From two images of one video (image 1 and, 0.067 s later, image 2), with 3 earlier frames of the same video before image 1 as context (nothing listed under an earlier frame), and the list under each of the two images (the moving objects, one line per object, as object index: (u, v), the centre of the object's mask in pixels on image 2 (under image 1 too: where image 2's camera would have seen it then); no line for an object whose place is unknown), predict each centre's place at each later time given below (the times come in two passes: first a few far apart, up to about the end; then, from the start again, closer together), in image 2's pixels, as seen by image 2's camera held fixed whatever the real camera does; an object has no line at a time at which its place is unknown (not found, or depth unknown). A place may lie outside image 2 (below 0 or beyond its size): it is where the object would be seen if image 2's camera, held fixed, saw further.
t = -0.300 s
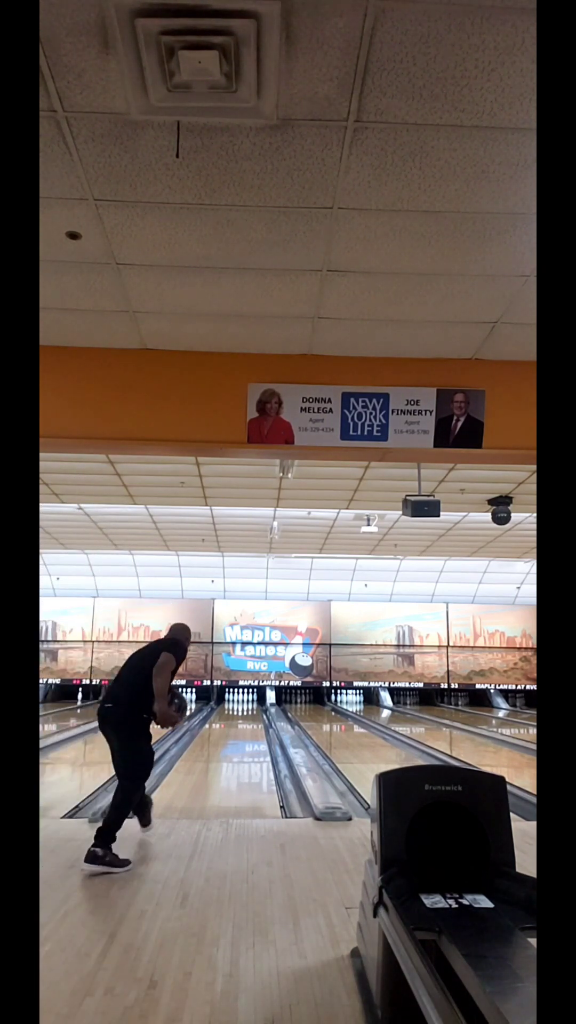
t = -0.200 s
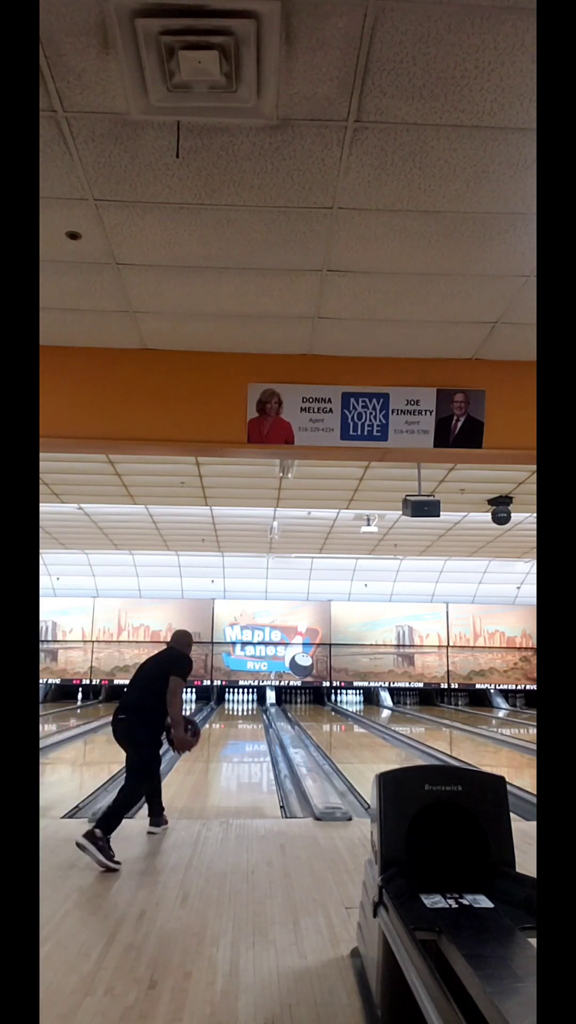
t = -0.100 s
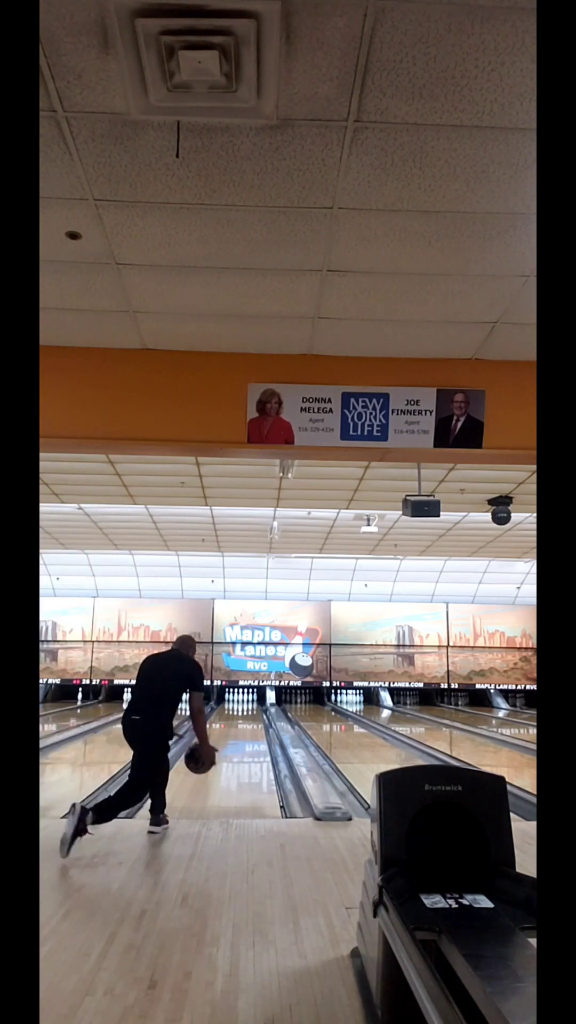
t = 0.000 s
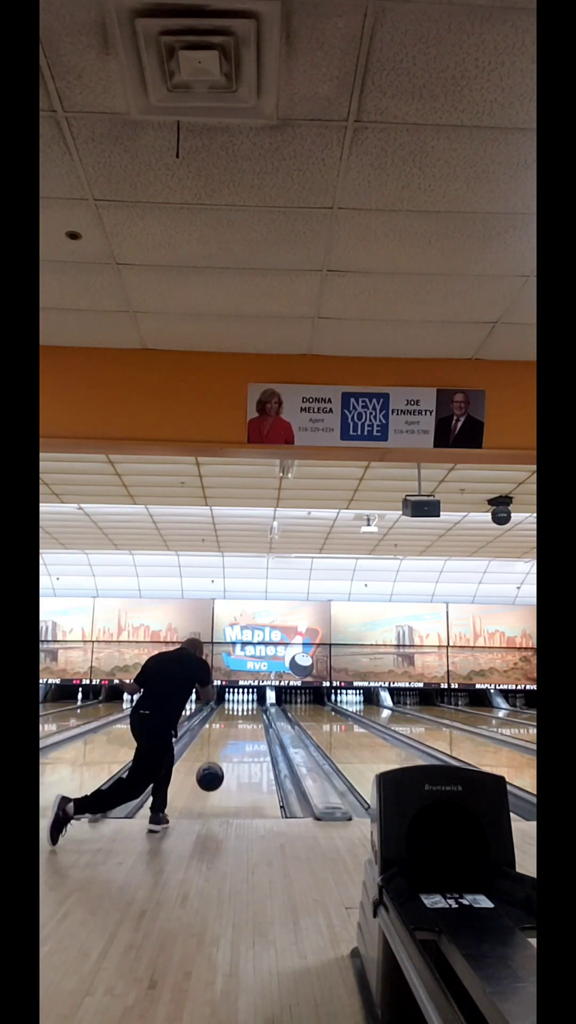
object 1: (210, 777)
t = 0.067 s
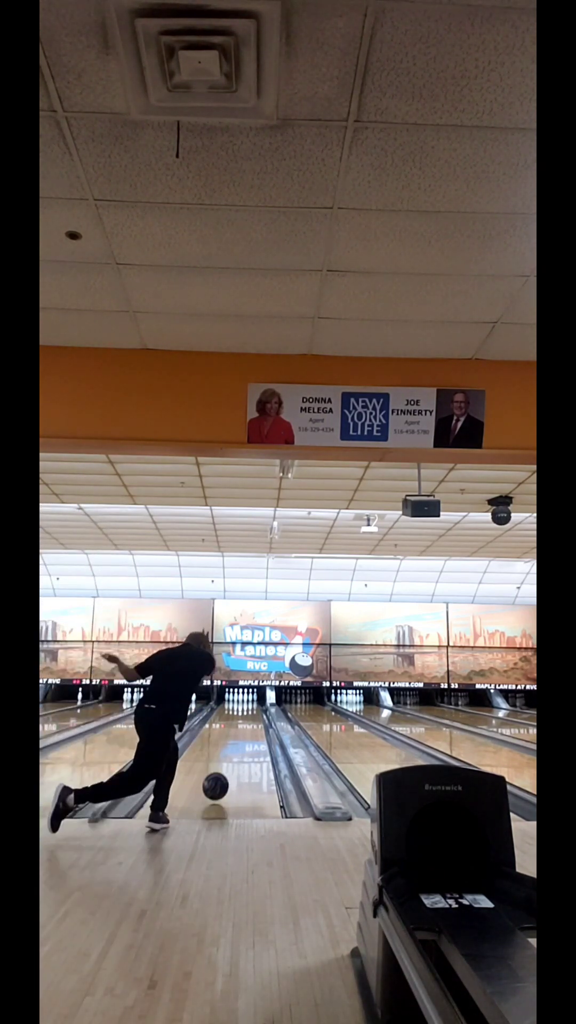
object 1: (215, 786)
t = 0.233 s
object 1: (227, 764)
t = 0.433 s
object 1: (236, 755)
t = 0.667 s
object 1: (243, 742)
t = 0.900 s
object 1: (248, 733)
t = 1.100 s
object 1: (250, 728)
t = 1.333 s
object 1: (252, 721)
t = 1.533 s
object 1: (252, 717)
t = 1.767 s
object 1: (251, 713)
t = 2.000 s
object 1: (250, 710)
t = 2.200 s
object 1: (248, 707)
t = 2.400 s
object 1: (247, 706)
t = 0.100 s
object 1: (218, 778)
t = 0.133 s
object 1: (221, 772)
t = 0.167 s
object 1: (223, 768)
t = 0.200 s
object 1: (225, 765)
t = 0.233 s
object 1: (227, 764)
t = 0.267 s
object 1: (229, 764)
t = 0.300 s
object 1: (231, 765)
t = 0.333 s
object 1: (232, 762)
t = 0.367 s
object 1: (234, 760)
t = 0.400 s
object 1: (235, 757)
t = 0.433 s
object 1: (236, 755)
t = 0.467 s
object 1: (238, 753)
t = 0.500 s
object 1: (239, 751)
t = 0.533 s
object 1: (240, 749)
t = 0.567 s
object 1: (241, 747)
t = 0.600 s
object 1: (242, 746)
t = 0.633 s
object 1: (242, 744)
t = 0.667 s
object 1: (243, 742)
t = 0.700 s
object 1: (244, 741)
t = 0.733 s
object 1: (245, 740)
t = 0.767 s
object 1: (246, 738)
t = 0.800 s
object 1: (246, 737)
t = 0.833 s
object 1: (247, 736)
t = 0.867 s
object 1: (247, 735)
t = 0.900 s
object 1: (248, 733)
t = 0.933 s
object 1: (248, 732)
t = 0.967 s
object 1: (249, 731)
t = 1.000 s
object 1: (249, 730)
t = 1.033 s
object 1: (249, 729)
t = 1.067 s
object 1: (250, 728)
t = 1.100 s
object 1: (250, 728)
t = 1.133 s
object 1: (251, 726)
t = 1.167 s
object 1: (251, 726)
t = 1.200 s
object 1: (251, 725)
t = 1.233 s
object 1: (251, 724)
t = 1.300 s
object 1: (252, 722)
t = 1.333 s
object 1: (252, 721)
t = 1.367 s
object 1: (252, 721)
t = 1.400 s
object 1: (252, 720)
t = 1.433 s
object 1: (252, 719)
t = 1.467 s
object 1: (252, 719)
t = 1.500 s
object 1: (252, 718)
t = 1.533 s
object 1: (252, 717)
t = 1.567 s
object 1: (252, 717)
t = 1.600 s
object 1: (252, 716)
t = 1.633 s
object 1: (252, 715)
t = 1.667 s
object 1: (252, 715)
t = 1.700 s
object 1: (252, 714)
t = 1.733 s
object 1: (252, 713)
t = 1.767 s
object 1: (251, 713)
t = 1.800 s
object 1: (251, 713)
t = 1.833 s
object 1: (251, 712)
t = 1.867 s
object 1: (251, 711)
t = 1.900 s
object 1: (251, 711)
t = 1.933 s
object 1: (250, 711)
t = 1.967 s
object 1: (250, 710)
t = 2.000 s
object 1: (250, 710)
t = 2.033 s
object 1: (250, 710)
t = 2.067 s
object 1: (250, 709)
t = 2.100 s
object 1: (249, 709)
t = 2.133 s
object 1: (249, 708)
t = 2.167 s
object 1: (248, 708)
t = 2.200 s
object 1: (248, 707)
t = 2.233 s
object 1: (248, 707)
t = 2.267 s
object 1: (248, 707)
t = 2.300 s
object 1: (248, 706)
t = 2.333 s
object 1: (247, 706)
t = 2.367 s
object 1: (247, 706)
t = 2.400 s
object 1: (247, 706)
